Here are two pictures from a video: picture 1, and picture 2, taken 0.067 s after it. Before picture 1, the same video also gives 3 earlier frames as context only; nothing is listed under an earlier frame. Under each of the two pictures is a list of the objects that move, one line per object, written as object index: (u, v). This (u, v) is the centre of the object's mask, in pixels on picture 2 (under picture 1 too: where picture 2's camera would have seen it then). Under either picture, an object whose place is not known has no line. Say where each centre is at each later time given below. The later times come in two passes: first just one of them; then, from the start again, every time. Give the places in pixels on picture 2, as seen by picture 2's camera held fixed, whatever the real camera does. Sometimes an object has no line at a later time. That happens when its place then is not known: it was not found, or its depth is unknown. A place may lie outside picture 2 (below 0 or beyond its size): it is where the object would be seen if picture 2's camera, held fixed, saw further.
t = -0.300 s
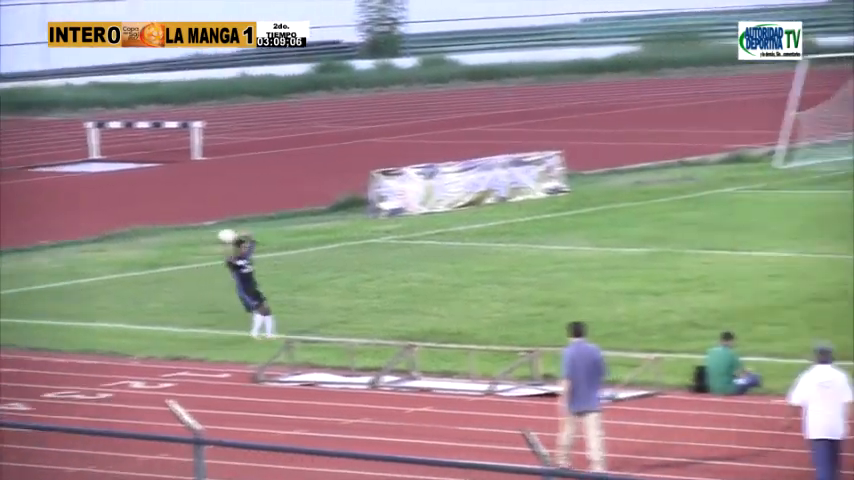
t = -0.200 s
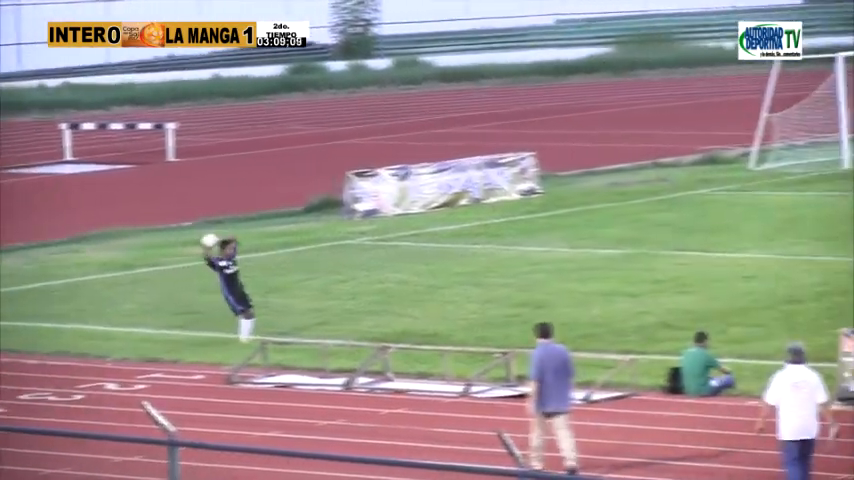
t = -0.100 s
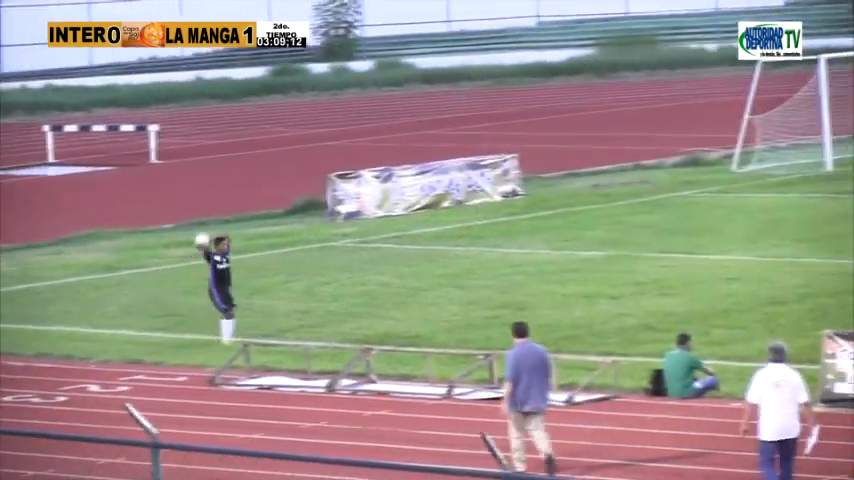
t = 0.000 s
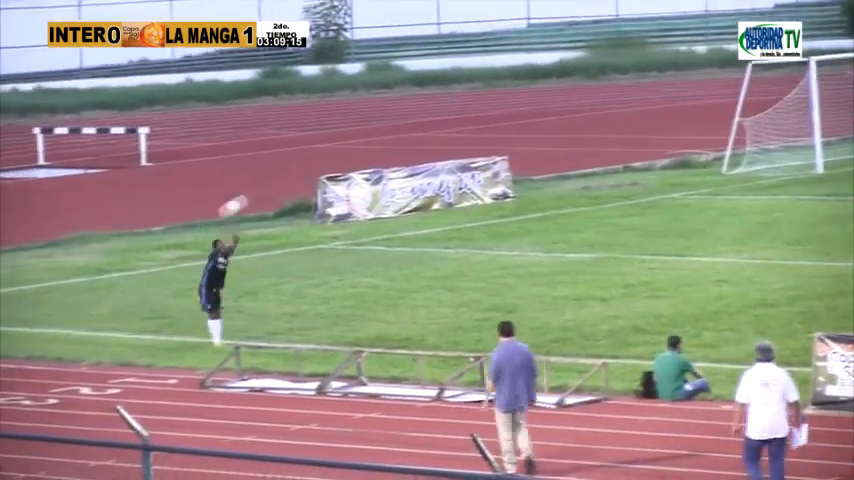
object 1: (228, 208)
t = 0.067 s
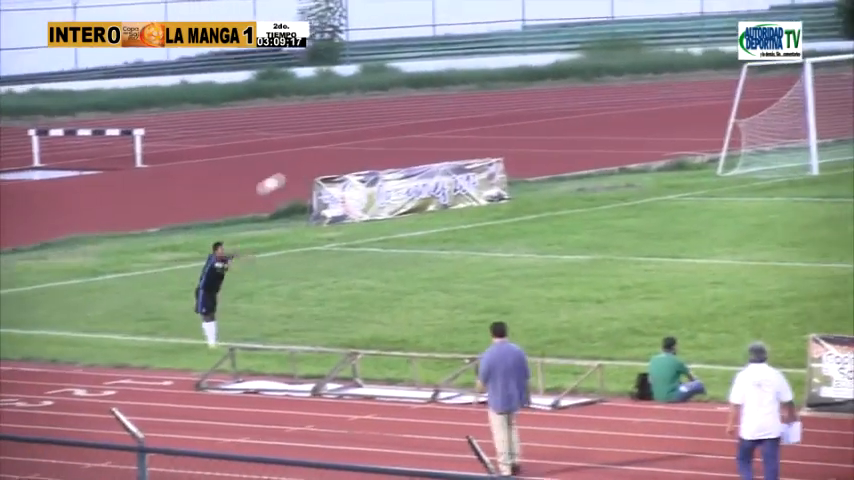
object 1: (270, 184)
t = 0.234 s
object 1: (378, 137)
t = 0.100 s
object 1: (292, 173)
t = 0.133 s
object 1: (313, 163)
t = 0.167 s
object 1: (335, 154)
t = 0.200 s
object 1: (356, 145)
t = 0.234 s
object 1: (378, 137)
